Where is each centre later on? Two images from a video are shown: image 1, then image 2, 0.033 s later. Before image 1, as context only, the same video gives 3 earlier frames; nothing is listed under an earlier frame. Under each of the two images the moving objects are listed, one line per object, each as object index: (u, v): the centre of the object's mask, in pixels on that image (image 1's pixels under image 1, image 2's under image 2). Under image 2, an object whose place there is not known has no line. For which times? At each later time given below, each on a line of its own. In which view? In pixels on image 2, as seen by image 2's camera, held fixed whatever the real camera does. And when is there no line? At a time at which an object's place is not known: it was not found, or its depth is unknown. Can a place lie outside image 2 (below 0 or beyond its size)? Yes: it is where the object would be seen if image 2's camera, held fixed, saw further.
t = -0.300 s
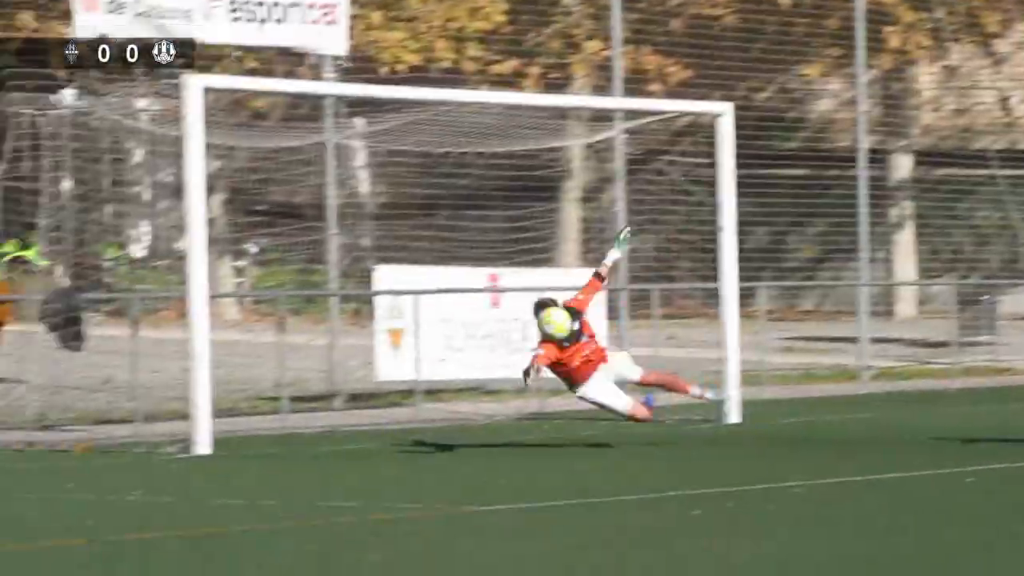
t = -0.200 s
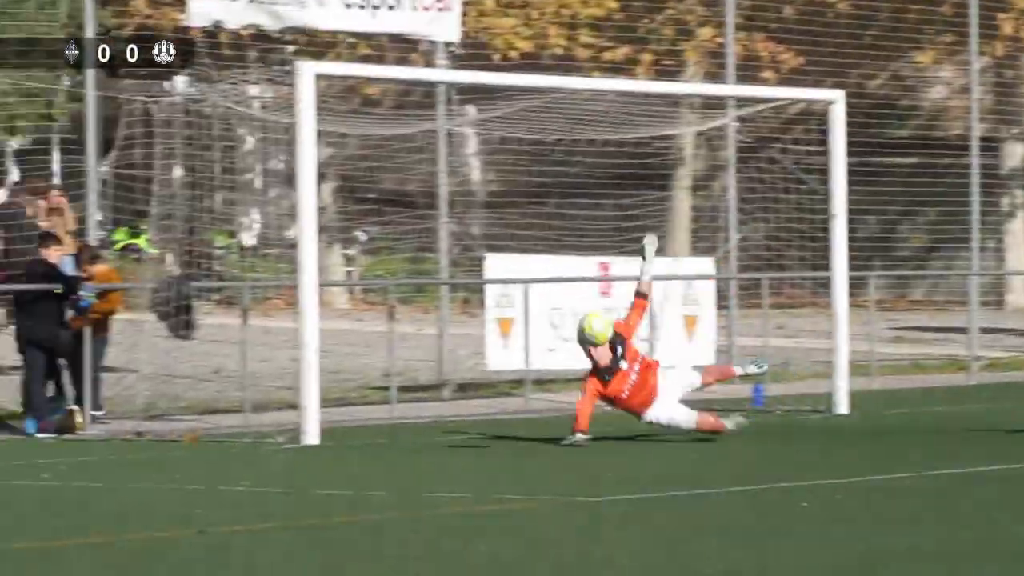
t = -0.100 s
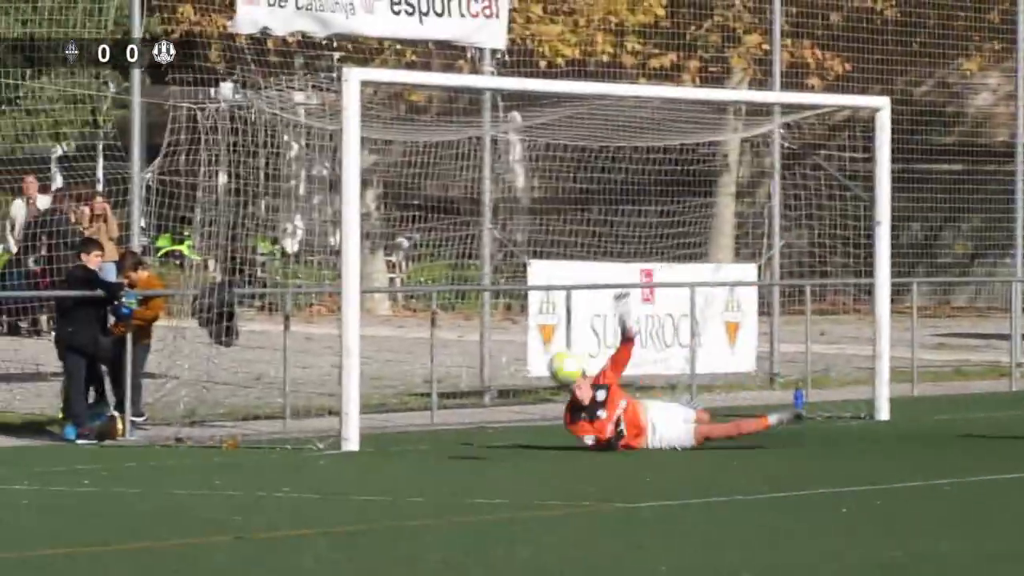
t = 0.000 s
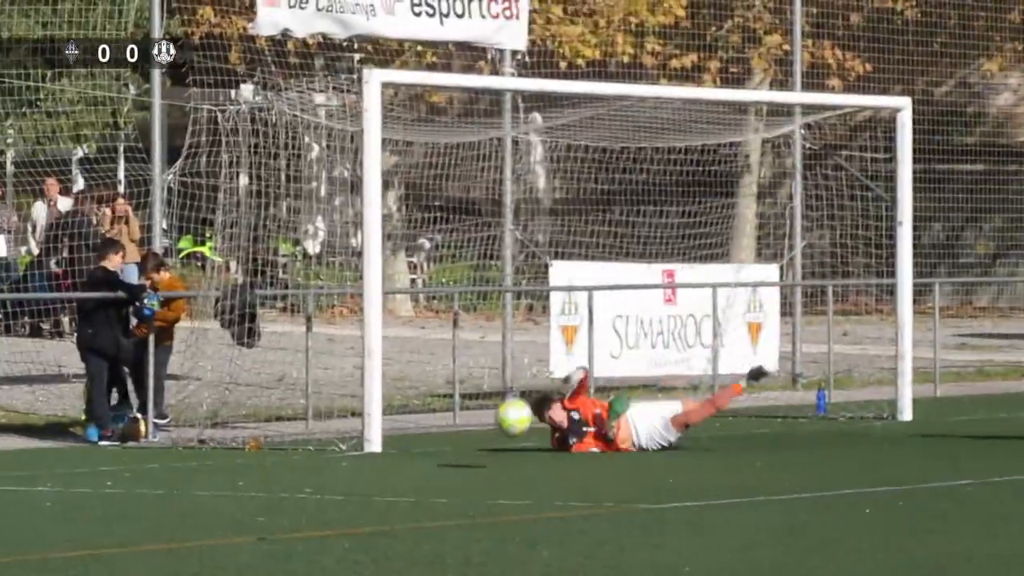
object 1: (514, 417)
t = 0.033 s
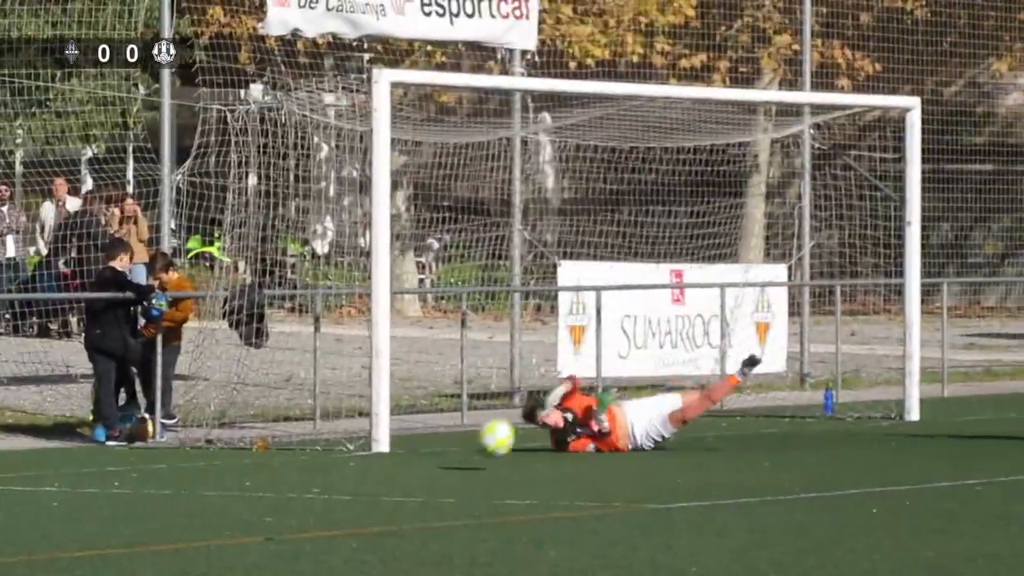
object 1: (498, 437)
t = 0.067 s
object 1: (472, 453)
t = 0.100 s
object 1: (456, 439)
